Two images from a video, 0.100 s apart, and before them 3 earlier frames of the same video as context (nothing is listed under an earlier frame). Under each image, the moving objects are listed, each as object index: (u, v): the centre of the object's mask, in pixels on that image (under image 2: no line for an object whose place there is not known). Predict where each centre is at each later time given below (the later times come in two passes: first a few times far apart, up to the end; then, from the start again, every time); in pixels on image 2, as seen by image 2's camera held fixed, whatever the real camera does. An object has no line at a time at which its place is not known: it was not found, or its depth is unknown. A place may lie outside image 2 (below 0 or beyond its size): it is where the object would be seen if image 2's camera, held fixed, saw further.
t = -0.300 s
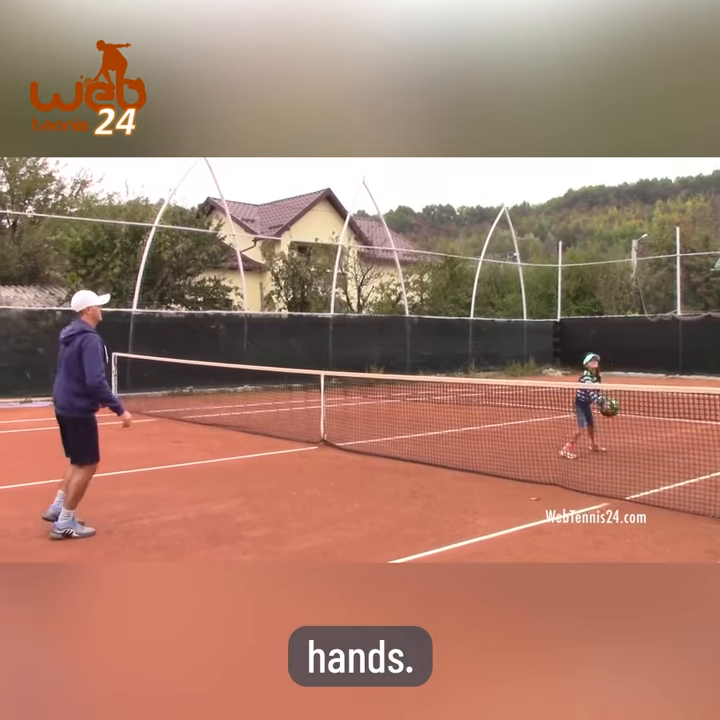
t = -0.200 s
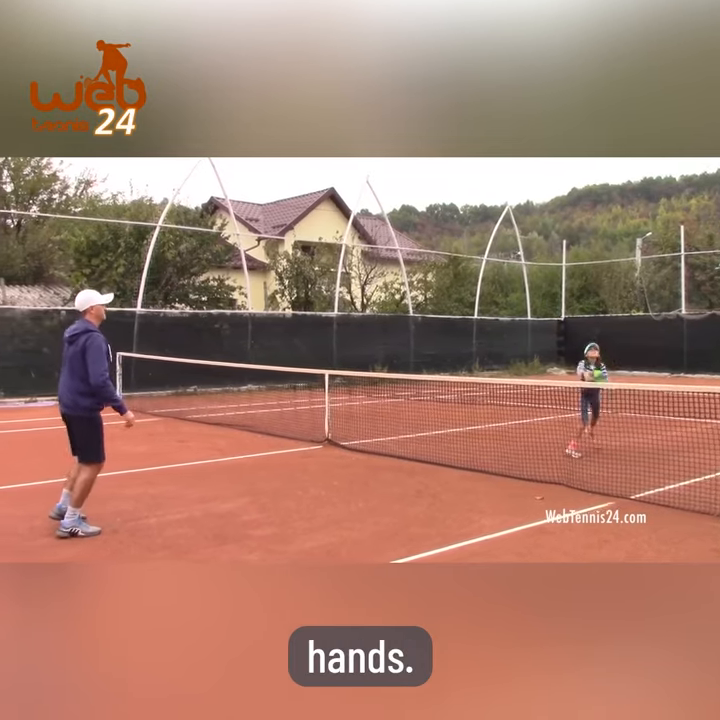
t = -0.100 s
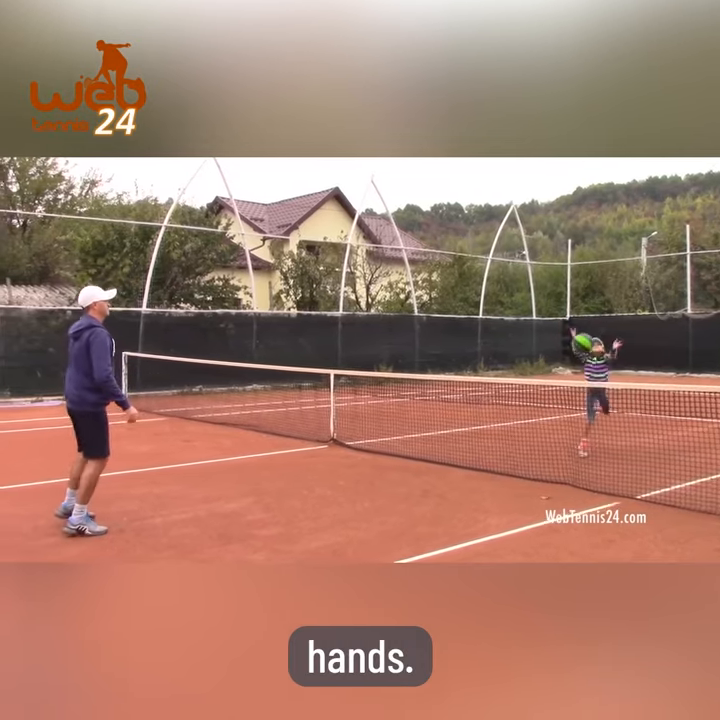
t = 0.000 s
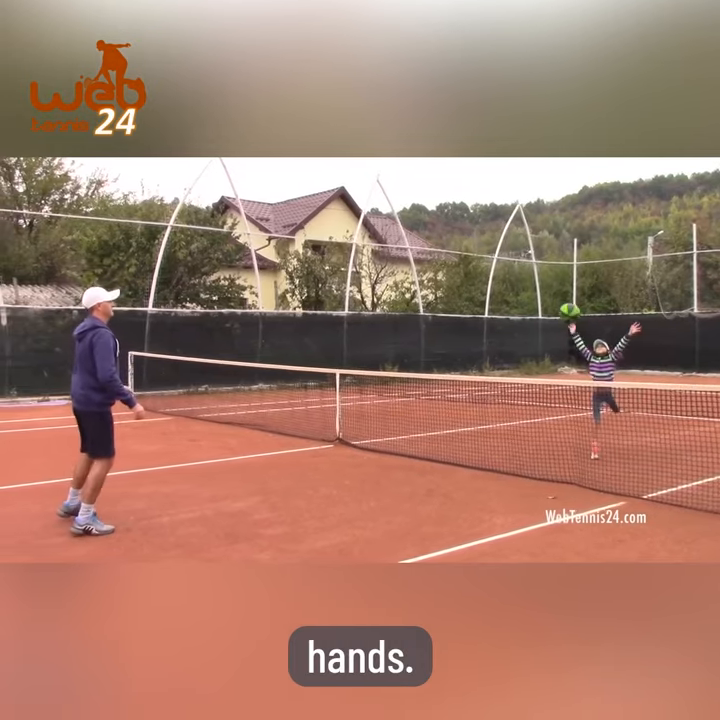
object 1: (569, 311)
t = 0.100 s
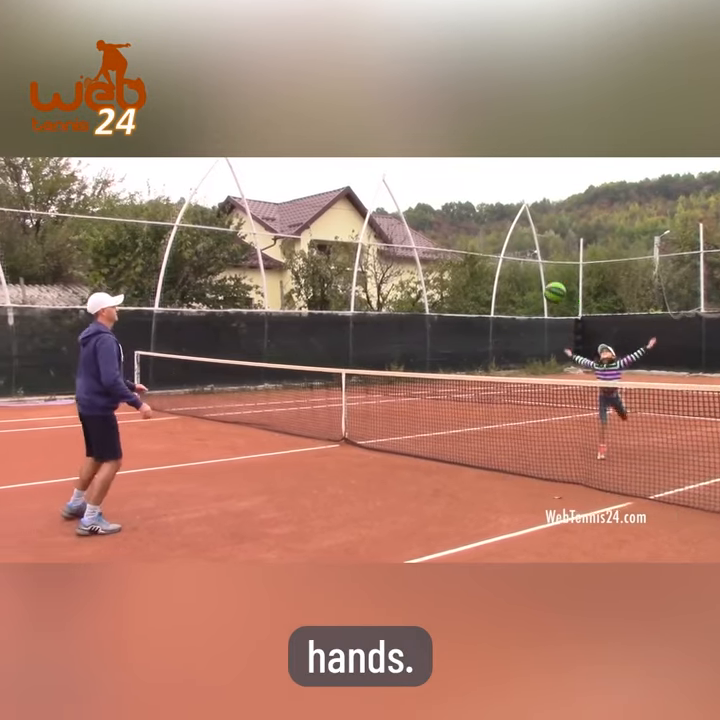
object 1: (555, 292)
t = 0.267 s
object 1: (519, 277)
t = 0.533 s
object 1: (455, 312)
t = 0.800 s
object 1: (384, 429)
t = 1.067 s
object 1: (337, 417)
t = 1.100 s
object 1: (333, 407)
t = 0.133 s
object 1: (548, 287)
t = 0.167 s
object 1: (540, 283)
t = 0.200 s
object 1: (533, 279)
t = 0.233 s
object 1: (526, 277)
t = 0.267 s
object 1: (519, 277)
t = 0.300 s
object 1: (512, 277)
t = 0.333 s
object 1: (503, 279)
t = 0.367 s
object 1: (496, 281)
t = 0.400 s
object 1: (488, 283)
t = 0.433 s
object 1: (480, 288)
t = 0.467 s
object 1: (471, 292)
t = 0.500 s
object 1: (463, 303)
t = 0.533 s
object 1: (455, 312)
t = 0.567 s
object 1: (446, 321)
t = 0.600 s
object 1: (438, 332)
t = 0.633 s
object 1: (429, 344)
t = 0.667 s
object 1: (421, 357)
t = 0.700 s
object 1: (412, 374)
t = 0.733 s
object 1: (402, 391)
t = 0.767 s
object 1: (394, 410)
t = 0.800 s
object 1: (384, 429)
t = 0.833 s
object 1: (375, 450)
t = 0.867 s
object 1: (366, 473)
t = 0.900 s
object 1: (359, 483)
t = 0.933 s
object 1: (355, 467)
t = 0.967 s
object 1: (350, 453)
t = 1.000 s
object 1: (346, 440)
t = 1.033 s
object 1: (341, 428)
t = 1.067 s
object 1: (337, 417)
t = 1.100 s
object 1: (333, 407)
